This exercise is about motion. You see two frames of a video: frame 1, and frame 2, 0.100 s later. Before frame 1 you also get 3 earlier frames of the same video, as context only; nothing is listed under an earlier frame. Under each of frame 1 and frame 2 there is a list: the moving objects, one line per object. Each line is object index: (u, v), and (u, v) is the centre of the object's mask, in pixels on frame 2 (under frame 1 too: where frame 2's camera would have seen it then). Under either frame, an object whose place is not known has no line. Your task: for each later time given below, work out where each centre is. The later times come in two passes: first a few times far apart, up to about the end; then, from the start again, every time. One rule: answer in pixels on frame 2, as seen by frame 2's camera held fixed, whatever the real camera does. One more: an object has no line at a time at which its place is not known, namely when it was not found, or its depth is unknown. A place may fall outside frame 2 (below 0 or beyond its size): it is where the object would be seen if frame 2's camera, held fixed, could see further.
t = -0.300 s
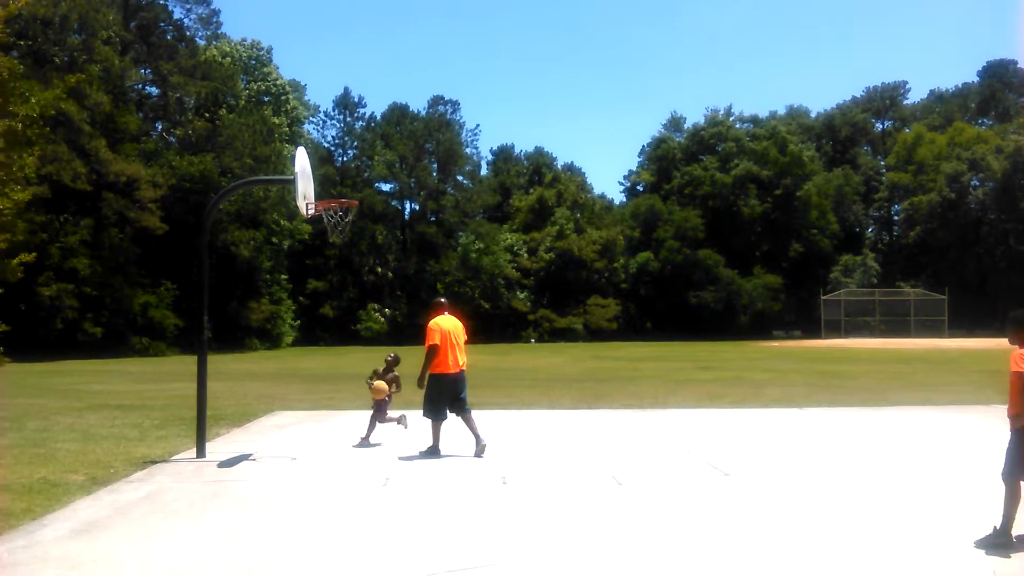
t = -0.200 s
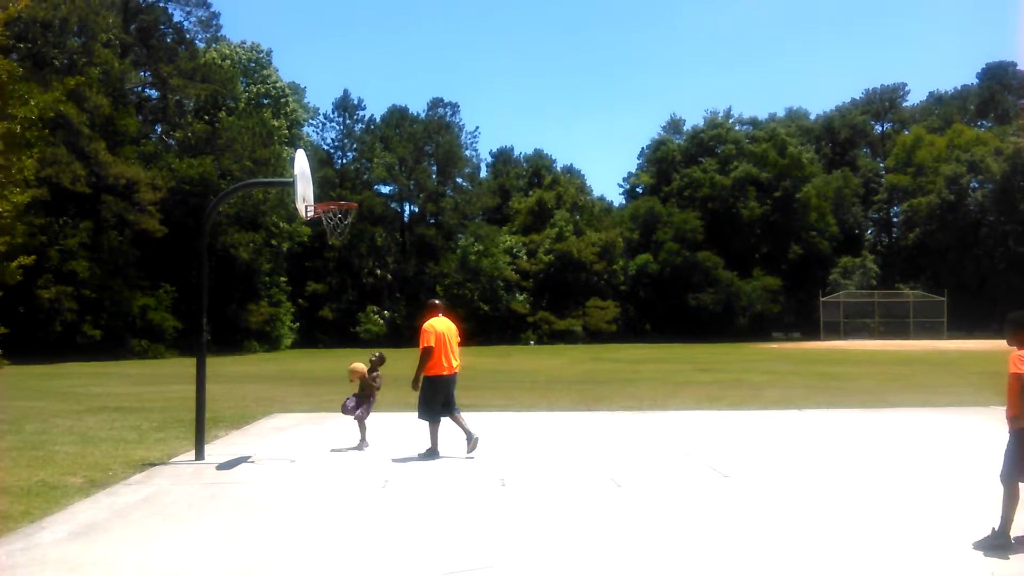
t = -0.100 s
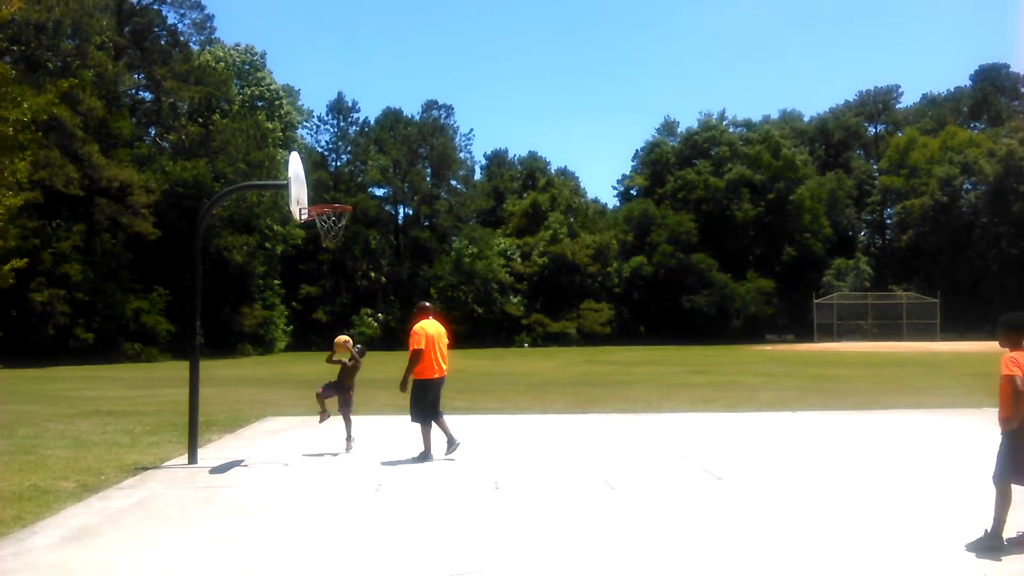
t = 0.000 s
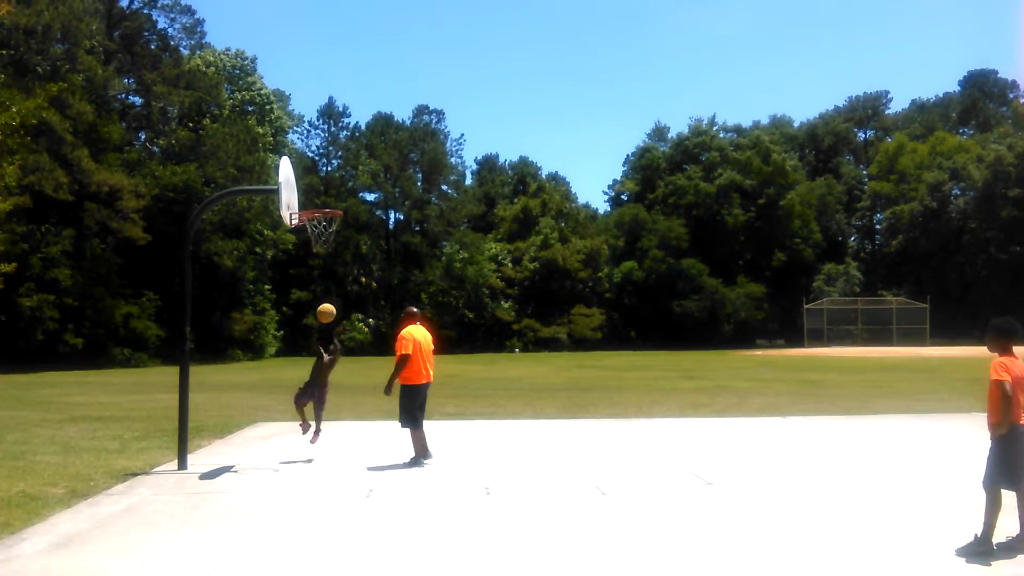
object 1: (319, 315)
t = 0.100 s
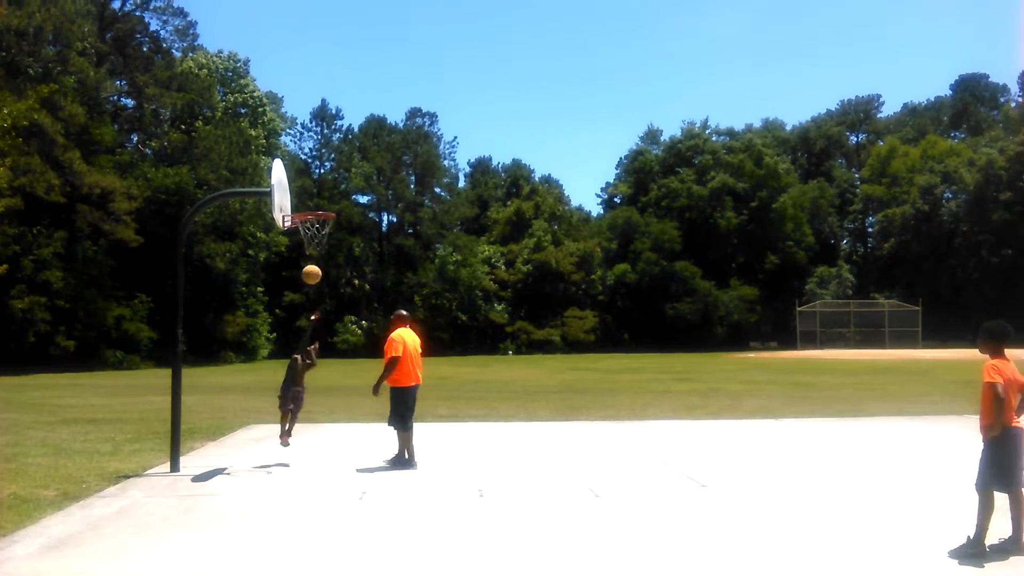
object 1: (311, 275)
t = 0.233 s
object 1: (300, 231)
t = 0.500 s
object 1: (307, 197)
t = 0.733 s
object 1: (317, 204)
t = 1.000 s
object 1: (310, 203)
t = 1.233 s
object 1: (314, 206)
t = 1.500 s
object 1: (309, 235)
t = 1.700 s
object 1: (304, 262)
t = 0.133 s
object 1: (309, 263)
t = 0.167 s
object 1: (306, 251)
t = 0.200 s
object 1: (303, 241)
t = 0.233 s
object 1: (300, 231)
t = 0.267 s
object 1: (298, 224)
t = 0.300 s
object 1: (293, 212)
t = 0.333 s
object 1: (296, 208)
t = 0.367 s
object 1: (298, 205)
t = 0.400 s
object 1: (301, 201)
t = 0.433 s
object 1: (303, 199)
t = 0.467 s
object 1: (305, 197)
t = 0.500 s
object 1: (307, 197)
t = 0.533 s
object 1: (309, 197)
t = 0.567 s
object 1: (311, 198)
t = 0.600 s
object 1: (313, 200)
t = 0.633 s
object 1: (315, 203)
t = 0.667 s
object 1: (317, 205)
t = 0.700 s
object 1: (317, 204)
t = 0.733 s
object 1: (317, 204)
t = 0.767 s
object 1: (316, 204)
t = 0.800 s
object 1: (315, 204)
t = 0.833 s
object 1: (314, 206)
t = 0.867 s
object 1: (314, 206)
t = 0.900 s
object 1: (313, 205)
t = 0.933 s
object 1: (312, 204)
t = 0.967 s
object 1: (311, 203)
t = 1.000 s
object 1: (310, 203)
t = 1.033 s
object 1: (309, 203)
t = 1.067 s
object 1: (307, 204)
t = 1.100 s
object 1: (307, 206)
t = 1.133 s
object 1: (308, 205)
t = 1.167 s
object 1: (310, 205)
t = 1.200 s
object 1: (312, 205)
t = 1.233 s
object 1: (314, 206)
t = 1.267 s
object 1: (316, 207)
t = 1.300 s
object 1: (318, 211)
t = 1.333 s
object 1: (321, 215)
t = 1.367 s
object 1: (321, 218)
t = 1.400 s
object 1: (318, 221)
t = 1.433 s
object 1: (315, 225)
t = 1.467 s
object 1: (311, 230)
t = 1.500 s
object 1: (309, 235)
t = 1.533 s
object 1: (307, 240)
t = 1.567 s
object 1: (307, 243)
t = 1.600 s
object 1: (306, 247)
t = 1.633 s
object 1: (306, 251)
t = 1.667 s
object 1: (305, 257)
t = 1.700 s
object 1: (304, 262)
